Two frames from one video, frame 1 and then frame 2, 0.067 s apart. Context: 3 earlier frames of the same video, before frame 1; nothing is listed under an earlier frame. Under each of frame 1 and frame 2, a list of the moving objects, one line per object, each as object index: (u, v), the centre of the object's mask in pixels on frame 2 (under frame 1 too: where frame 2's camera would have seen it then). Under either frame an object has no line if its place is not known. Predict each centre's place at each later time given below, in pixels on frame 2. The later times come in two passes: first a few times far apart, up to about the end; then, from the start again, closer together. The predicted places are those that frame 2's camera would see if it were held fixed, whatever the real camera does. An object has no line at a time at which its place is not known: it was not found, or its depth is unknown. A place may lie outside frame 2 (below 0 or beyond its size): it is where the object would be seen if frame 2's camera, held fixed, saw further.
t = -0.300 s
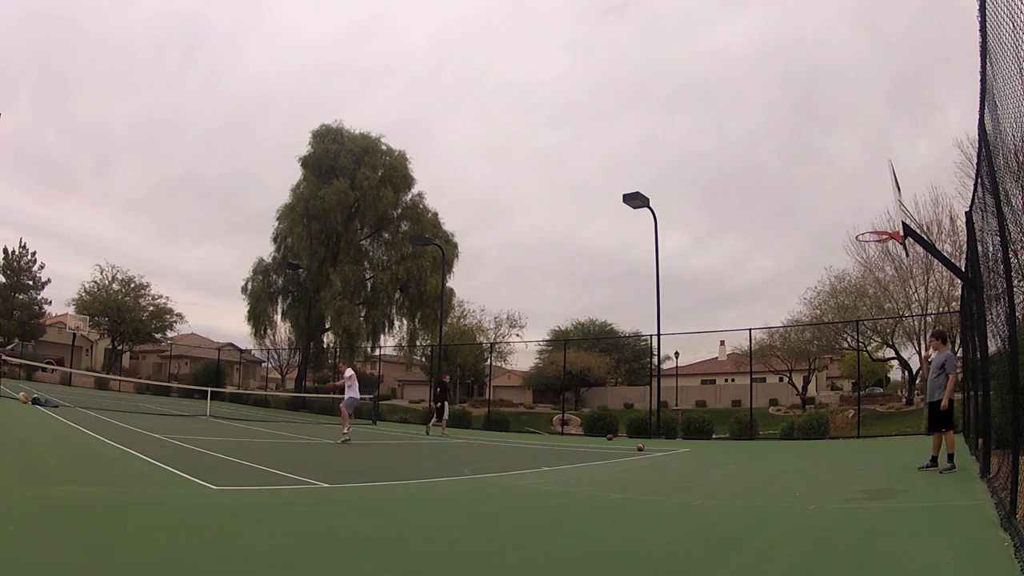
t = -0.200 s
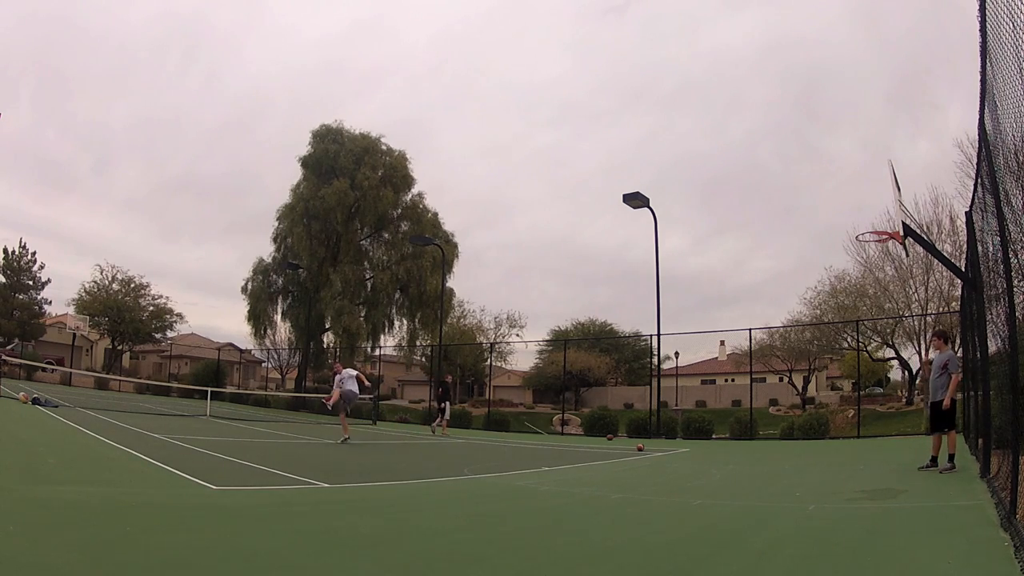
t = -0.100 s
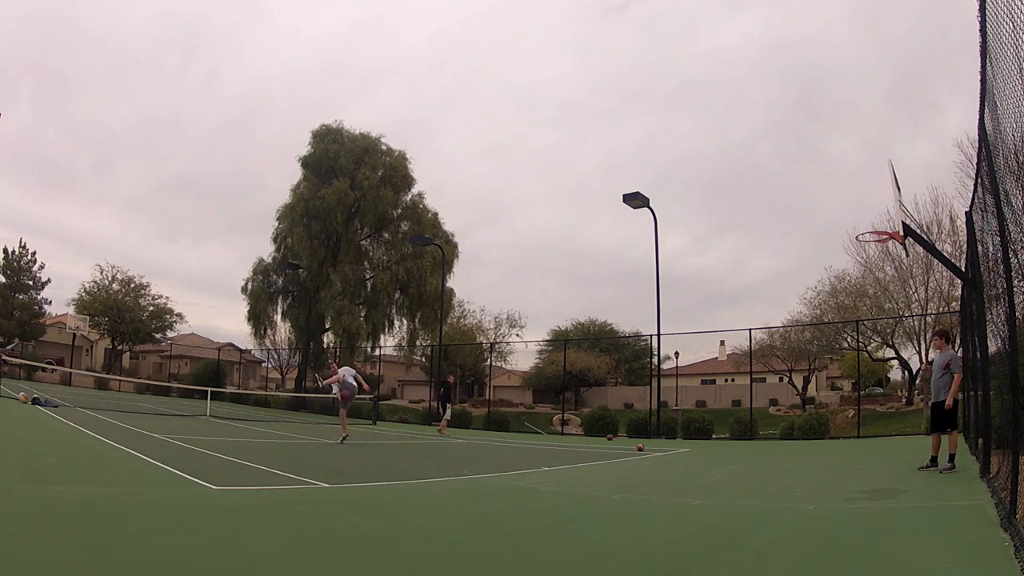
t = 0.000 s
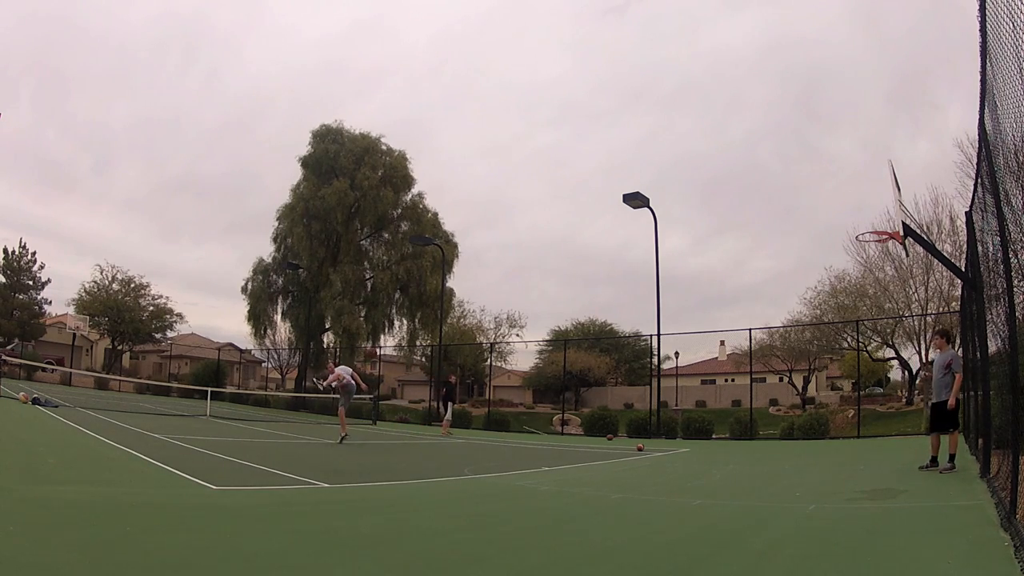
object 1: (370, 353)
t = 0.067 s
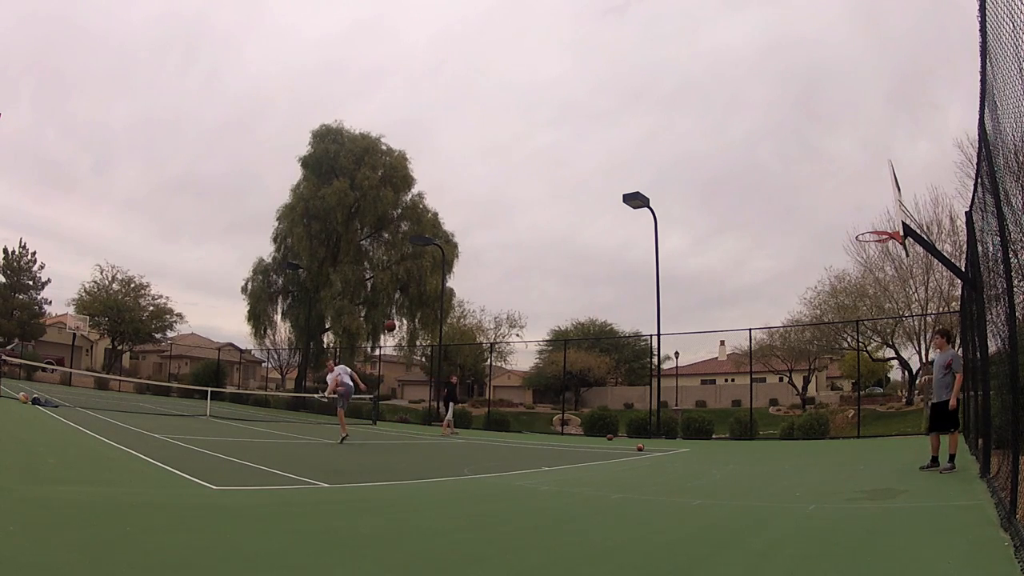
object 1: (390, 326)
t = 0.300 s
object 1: (460, 243)
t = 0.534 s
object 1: (539, 182)
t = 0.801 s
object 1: (639, 145)
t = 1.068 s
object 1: (755, 152)
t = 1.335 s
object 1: (889, 217)
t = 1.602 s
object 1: (864, 255)
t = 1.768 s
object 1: (877, 266)
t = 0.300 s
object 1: (460, 243)
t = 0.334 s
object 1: (471, 233)
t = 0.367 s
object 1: (482, 223)
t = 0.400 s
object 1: (493, 214)
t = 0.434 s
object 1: (504, 205)
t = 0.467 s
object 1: (515, 197)
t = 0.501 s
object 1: (527, 190)
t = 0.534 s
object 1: (539, 182)
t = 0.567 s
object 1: (550, 176)
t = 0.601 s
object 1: (562, 170)
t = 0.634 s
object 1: (575, 164)
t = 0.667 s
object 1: (587, 159)
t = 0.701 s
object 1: (600, 155)
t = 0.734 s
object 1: (612, 151)
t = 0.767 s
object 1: (625, 148)
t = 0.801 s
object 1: (639, 145)
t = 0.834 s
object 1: (652, 144)
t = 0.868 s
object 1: (666, 143)
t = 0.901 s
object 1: (680, 142)
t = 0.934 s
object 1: (695, 142)
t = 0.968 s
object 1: (709, 144)
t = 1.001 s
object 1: (724, 145)
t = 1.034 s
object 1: (739, 148)
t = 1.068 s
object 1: (755, 152)
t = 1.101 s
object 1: (771, 156)
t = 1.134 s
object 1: (787, 162)
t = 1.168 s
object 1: (803, 168)
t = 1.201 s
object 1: (820, 176)
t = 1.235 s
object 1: (837, 185)
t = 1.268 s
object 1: (854, 195)
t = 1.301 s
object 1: (871, 205)
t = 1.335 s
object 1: (889, 217)
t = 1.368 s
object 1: (886, 225)
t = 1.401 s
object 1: (875, 235)
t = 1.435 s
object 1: (863, 245)
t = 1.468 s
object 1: (862, 251)
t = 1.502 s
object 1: (862, 252)
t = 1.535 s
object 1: (863, 253)
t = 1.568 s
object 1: (863, 253)
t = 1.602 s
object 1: (864, 255)
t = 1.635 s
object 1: (866, 257)
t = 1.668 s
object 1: (868, 258)
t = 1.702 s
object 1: (871, 260)
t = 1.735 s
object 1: (874, 263)
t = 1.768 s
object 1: (877, 266)
